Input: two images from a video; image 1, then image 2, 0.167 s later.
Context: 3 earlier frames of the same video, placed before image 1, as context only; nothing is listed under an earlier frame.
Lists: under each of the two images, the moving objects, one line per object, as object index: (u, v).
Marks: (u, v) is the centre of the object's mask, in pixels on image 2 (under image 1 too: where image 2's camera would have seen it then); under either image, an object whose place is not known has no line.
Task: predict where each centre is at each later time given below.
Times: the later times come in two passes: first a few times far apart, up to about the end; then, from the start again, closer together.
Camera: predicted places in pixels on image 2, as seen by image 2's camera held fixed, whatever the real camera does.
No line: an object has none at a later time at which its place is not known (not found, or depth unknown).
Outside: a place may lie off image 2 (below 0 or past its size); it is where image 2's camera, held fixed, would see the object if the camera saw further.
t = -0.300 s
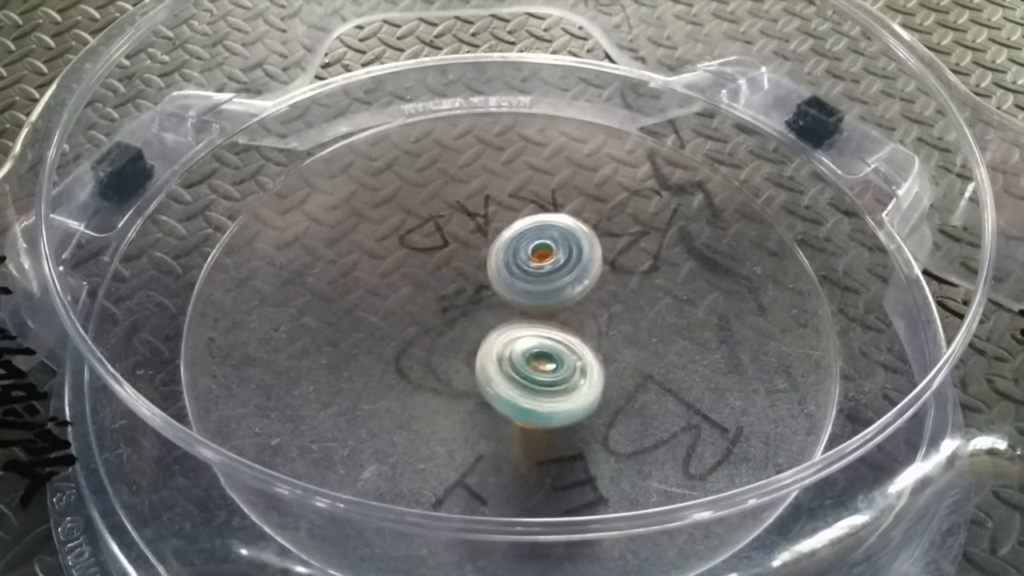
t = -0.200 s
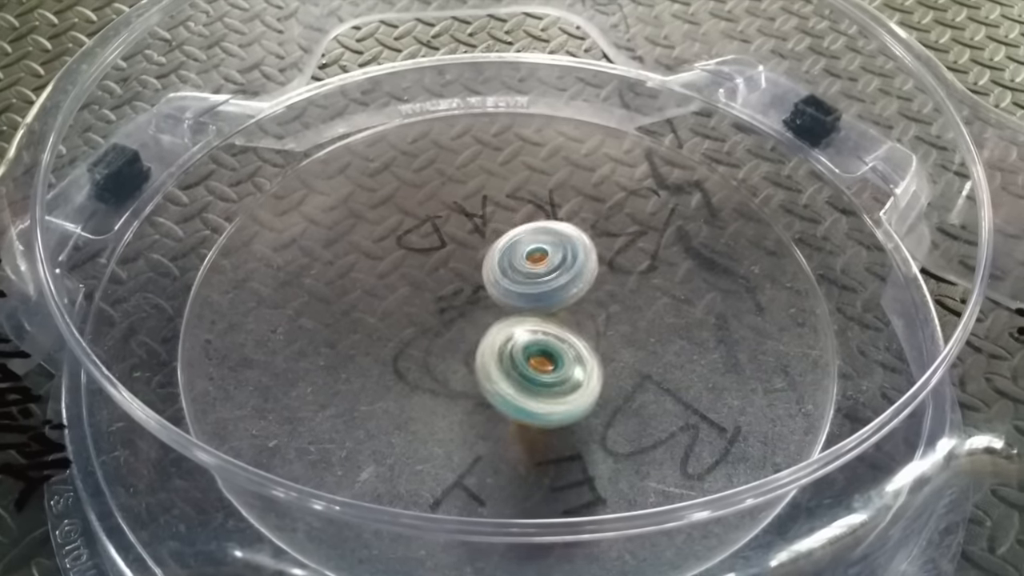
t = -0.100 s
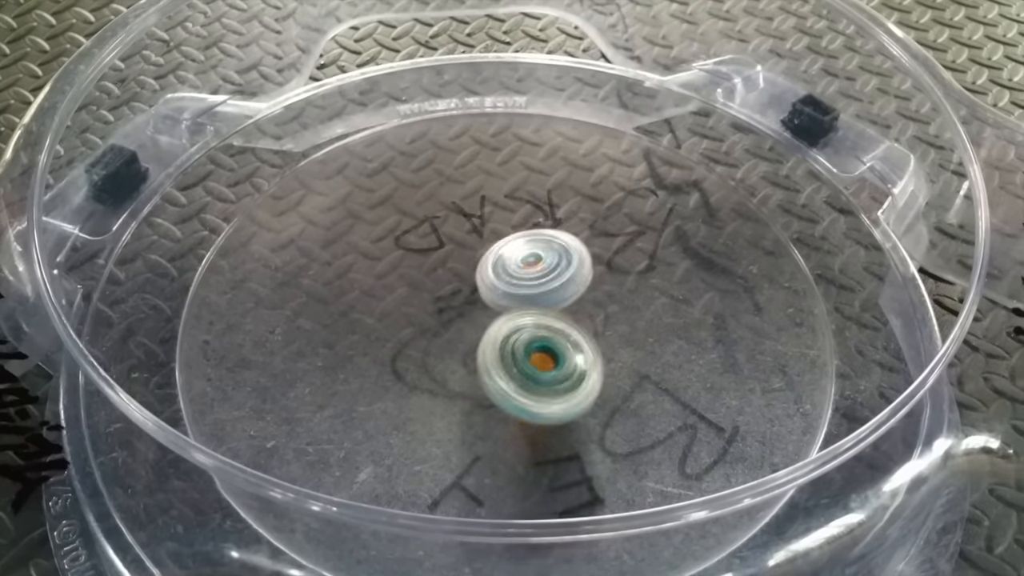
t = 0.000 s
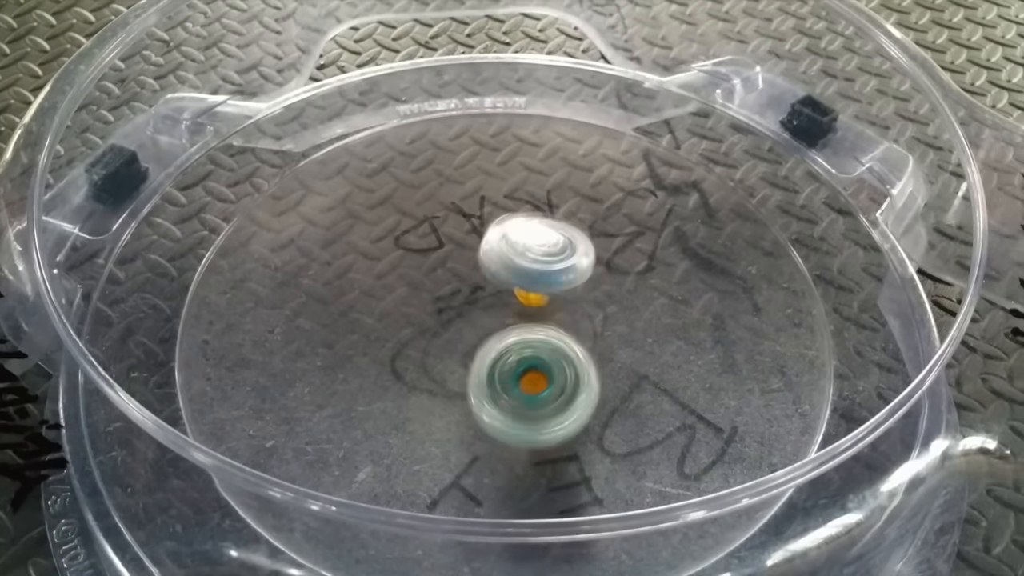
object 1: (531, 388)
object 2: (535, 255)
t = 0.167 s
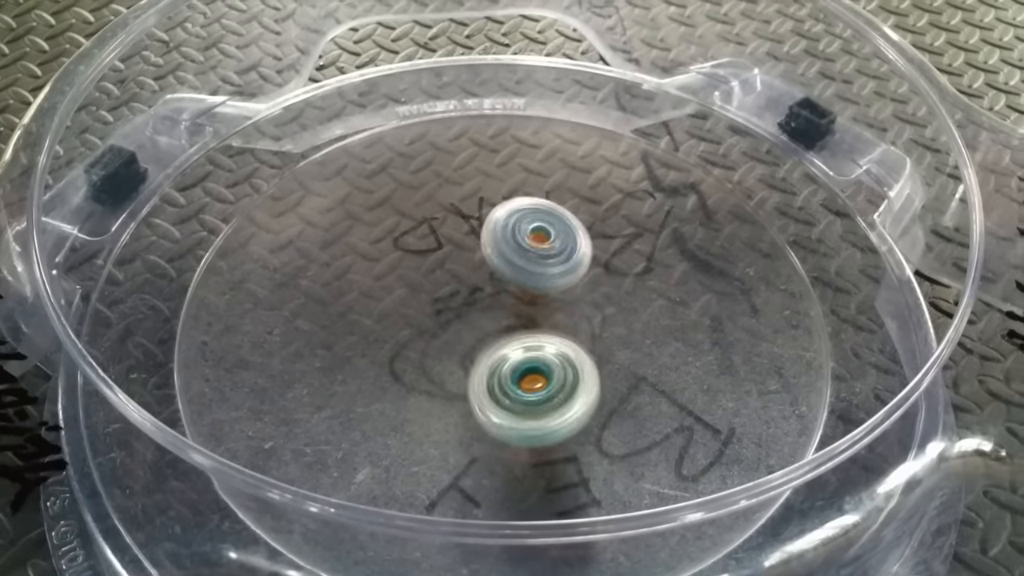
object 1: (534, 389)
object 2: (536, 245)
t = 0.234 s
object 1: (538, 387)
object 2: (533, 246)
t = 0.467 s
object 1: (547, 383)
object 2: (529, 249)
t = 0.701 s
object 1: (555, 376)
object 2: (522, 260)
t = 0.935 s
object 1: (565, 369)
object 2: (502, 273)
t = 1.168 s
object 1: (575, 362)
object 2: (491, 275)
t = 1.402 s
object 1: (581, 357)
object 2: (485, 276)
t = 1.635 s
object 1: (582, 349)
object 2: (485, 283)
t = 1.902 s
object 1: (582, 345)
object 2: (479, 291)
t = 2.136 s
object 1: (586, 339)
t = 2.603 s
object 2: (429, 259)
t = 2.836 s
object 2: (418, 259)
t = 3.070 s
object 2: (440, 295)
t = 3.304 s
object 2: (401, 349)
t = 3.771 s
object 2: (449, 364)
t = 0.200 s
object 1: (536, 388)
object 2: (534, 245)
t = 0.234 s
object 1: (538, 387)
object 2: (533, 246)
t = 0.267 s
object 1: (540, 387)
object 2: (532, 246)
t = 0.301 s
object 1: (541, 386)
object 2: (531, 246)
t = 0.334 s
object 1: (543, 386)
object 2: (530, 246)
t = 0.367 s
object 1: (545, 386)
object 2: (530, 246)
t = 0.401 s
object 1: (546, 385)
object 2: (530, 247)
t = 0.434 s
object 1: (546, 384)
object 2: (530, 248)
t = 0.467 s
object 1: (547, 383)
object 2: (529, 249)
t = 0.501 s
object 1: (548, 382)
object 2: (529, 251)
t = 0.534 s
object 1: (549, 381)
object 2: (528, 252)
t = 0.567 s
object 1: (550, 380)
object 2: (528, 254)
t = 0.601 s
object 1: (551, 379)
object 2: (526, 255)
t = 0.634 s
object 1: (552, 378)
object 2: (525, 257)
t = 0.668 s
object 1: (554, 377)
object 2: (524, 259)
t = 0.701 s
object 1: (555, 376)
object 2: (522, 260)
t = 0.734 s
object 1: (557, 375)
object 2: (521, 262)
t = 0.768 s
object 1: (558, 374)
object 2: (518, 264)
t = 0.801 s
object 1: (559, 373)
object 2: (516, 266)
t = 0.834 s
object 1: (561, 371)
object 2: (513, 269)
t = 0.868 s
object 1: (563, 371)
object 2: (509, 271)
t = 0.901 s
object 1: (564, 369)
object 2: (505, 272)
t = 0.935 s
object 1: (565, 369)
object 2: (502, 273)
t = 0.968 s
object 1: (567, 368)
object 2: (500, 273)
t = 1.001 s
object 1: (569, 367)
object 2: (498, 274)
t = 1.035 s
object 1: (570, 365)
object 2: (497, 274)
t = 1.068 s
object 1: (571, 365)
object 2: (496, 275)
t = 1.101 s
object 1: (572, 364)
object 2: (495, 275)
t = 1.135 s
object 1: (574, 363)
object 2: (493, 275)
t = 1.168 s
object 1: (575, 362)
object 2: (491, 275)
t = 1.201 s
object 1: (575, 361)
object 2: (490, 275)
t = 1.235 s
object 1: (576, 360)
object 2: (489, 275)
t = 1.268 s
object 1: (577, 360)
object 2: (488, 275)
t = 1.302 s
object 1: (578, 359)
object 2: (487, 275)
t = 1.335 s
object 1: (579, 358)
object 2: (487, 275)
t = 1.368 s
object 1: (580, 357)
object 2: (486, 275)
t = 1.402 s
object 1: (581, 357)
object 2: (485, 276)
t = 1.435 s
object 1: (582, 356)
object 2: (485, 276)
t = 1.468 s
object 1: (582, 355)
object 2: (485, 277)
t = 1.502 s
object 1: (581, 353)
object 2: (485, 278)
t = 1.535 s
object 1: (582, 353)
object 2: (485, 279)
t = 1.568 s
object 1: (582, 352)
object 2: (485, 280)
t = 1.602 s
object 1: (582, 351)
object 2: (486, 281)
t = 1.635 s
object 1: (582, 349)
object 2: (485, 283)
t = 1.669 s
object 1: (582, 348)
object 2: (485, 285)
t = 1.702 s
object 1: (583, 347)
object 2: (485, 286)
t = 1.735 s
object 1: (583, 346)
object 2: (485, 287)
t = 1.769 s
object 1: (583, 345)
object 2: (484, 289)
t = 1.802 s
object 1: (584, 345)
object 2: (483, 290)
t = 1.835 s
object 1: (585, 347)
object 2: (482, 289)
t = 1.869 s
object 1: (583, 347)
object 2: (480, 290)
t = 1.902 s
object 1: (582, 345)
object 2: (479, 291)
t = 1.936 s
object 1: (584, 344)
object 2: (479, 291)
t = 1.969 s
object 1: (586, 343)
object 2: (478, 292)
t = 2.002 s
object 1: (585, 342)
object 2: (476, 293)
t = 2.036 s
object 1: (586, 342)
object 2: (475, 293)
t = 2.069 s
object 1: (587, 343)
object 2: (474, 291)
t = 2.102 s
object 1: (585, 342)
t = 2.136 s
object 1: (586, 339)
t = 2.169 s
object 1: (588, 338)
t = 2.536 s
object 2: (467, 291)
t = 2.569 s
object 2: (442, 272)
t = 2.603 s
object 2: (429, 259)
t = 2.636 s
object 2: (425, 252)
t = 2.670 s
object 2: (425, 251)
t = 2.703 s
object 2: (424, 252)
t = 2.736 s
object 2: (423, 253)
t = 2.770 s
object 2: (422, 255)
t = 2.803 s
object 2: (420, 257)
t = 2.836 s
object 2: (418, 259)
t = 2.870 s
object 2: (416, 260)
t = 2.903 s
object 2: (415, 262)
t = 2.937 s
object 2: (418, 264)
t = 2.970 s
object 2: (421, 269)
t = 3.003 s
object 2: (428, 276)
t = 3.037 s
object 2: (434, 284)
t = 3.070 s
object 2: (440, 295)
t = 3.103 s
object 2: (444, 304)
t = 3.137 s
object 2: (446, 316)
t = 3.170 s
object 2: (440, 324)
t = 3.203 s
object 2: (427, 329)
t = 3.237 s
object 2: (417, 337)
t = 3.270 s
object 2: (408, 343)
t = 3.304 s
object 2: (401, 349)
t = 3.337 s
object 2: (395, 353)
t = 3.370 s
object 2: (392, 354)
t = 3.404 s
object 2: (391, 354)
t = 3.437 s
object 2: (394, 355)
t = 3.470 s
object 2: (399, 356)
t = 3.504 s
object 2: (401, 359)
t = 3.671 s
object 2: (414, 364)
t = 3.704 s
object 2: (424, 363)
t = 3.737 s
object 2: (435, 363)
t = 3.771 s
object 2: (449, 364)
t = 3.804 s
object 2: (464, 364)
